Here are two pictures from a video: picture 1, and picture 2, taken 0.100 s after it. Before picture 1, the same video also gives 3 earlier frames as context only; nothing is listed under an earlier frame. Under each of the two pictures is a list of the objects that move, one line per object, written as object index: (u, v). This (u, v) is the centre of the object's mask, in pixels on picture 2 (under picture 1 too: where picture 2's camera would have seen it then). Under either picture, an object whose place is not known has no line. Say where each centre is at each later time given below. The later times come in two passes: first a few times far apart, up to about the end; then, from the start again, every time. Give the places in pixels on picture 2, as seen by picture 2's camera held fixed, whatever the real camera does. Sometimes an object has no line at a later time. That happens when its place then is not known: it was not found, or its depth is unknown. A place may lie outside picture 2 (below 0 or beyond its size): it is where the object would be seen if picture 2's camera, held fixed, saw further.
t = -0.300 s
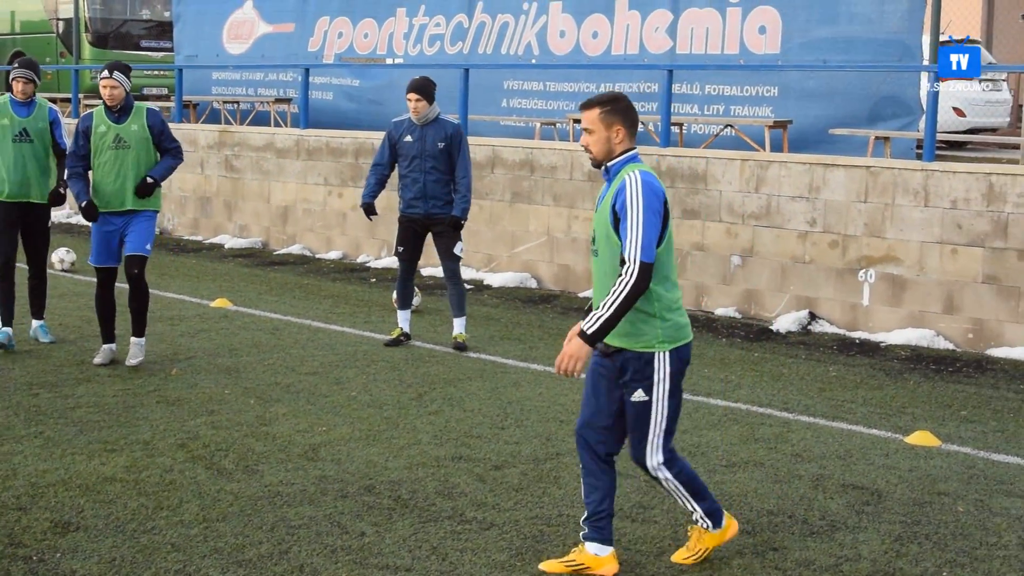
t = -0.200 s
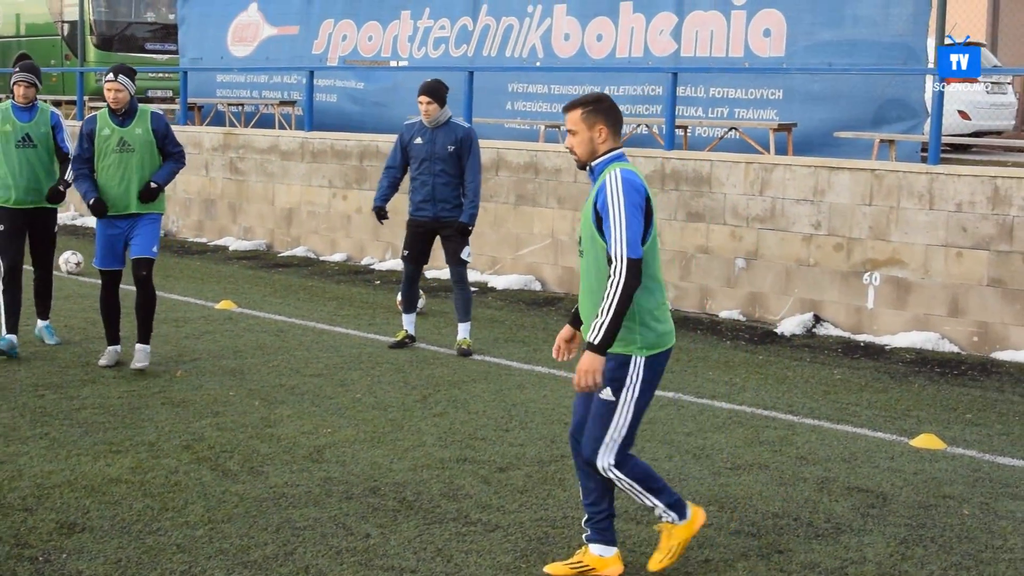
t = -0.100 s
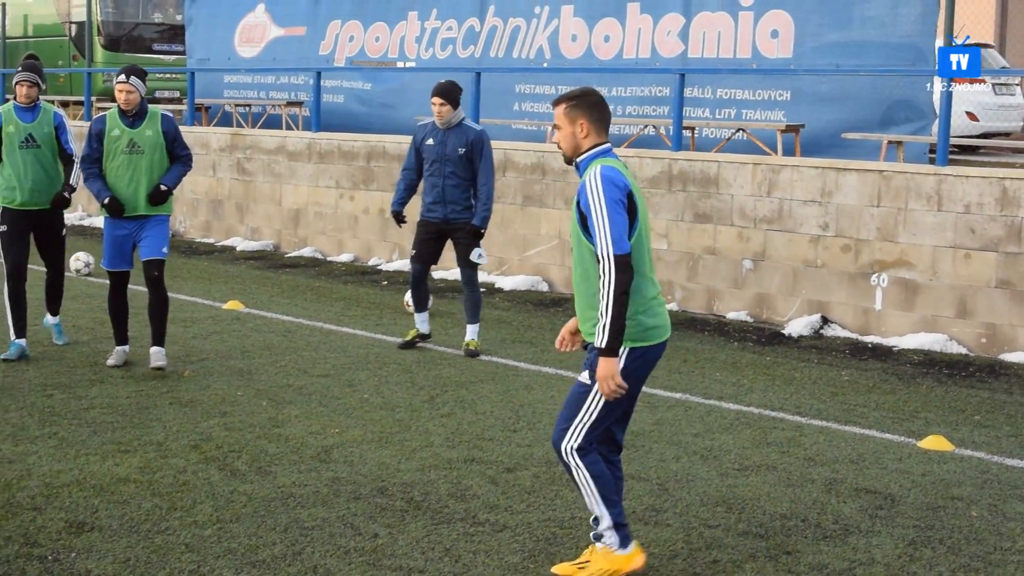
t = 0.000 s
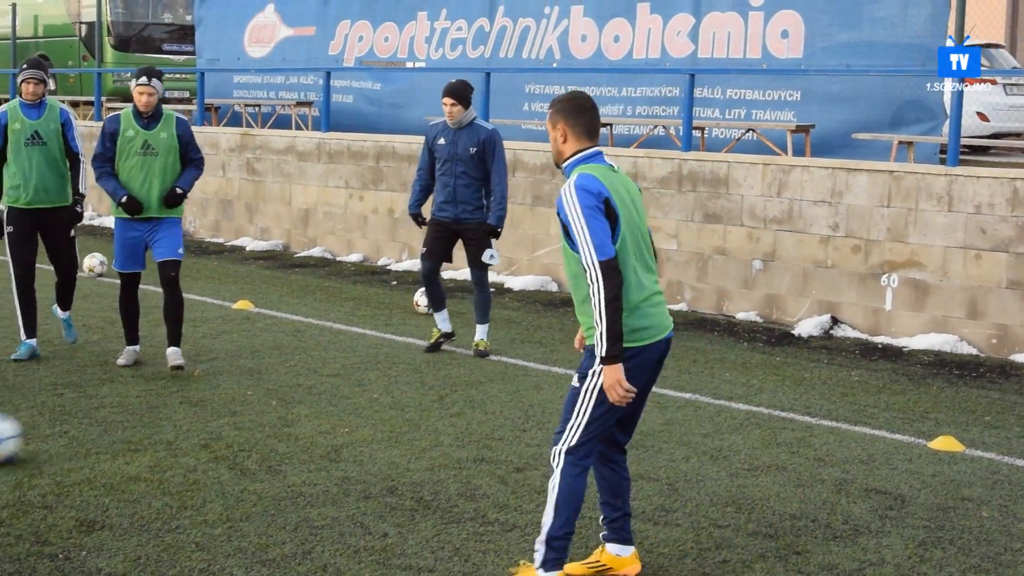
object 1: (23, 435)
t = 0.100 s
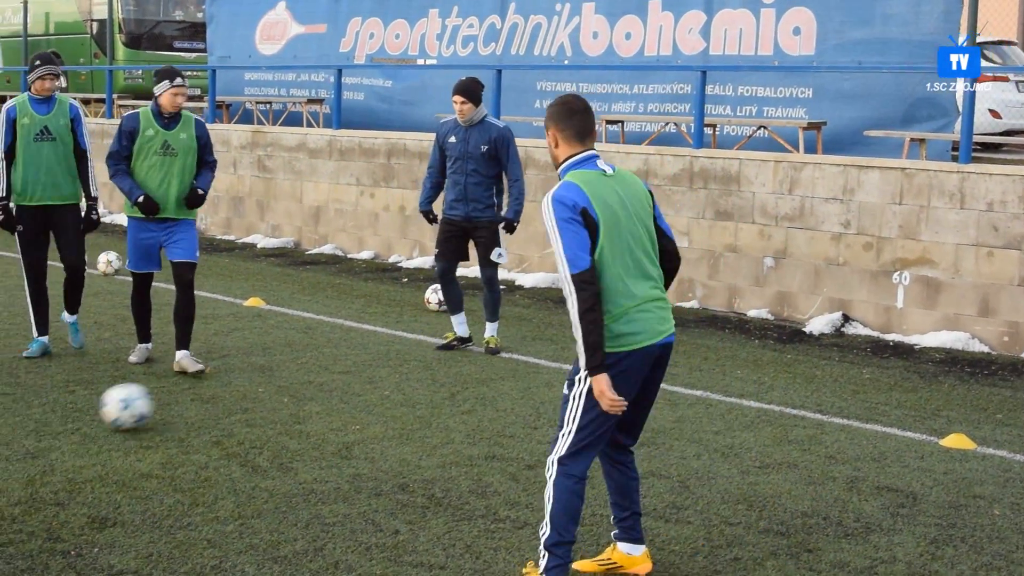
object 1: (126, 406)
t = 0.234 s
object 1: (247, 375)
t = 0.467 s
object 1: (393, 347)
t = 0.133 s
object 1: (161, 400)
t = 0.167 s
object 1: (191, 392)
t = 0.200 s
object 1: (221, 382)
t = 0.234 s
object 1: (247, 375)
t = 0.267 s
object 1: (273, 371)
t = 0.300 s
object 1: (298, 369)
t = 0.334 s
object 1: (318, 362)
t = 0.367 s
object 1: (338, 355)
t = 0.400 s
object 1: (356, 349)
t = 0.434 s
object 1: (375, 347)
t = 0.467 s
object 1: (393, 347)
